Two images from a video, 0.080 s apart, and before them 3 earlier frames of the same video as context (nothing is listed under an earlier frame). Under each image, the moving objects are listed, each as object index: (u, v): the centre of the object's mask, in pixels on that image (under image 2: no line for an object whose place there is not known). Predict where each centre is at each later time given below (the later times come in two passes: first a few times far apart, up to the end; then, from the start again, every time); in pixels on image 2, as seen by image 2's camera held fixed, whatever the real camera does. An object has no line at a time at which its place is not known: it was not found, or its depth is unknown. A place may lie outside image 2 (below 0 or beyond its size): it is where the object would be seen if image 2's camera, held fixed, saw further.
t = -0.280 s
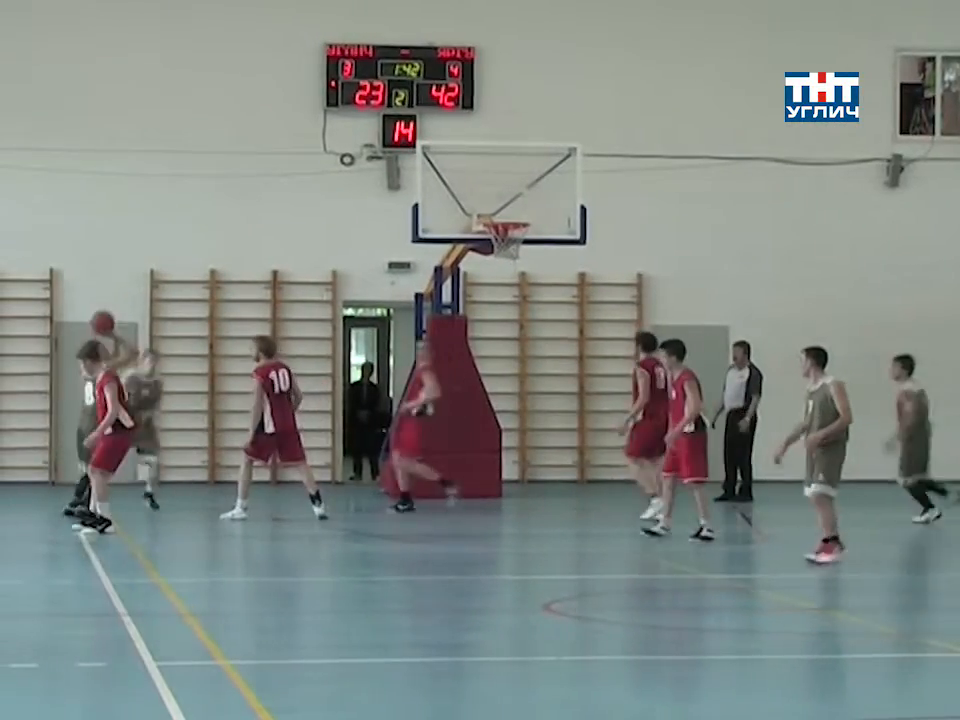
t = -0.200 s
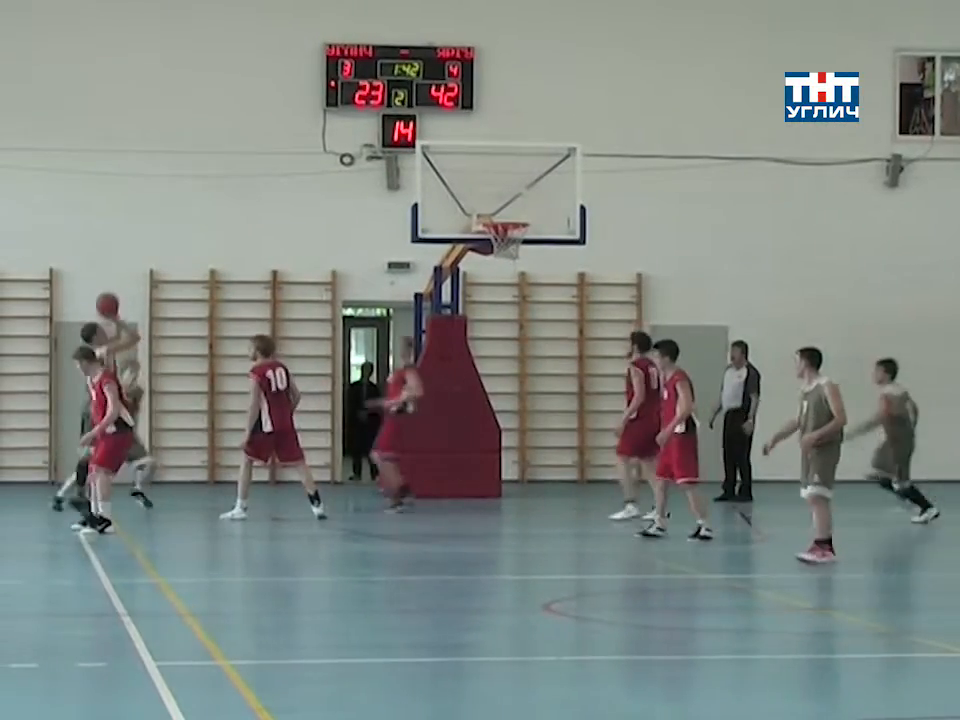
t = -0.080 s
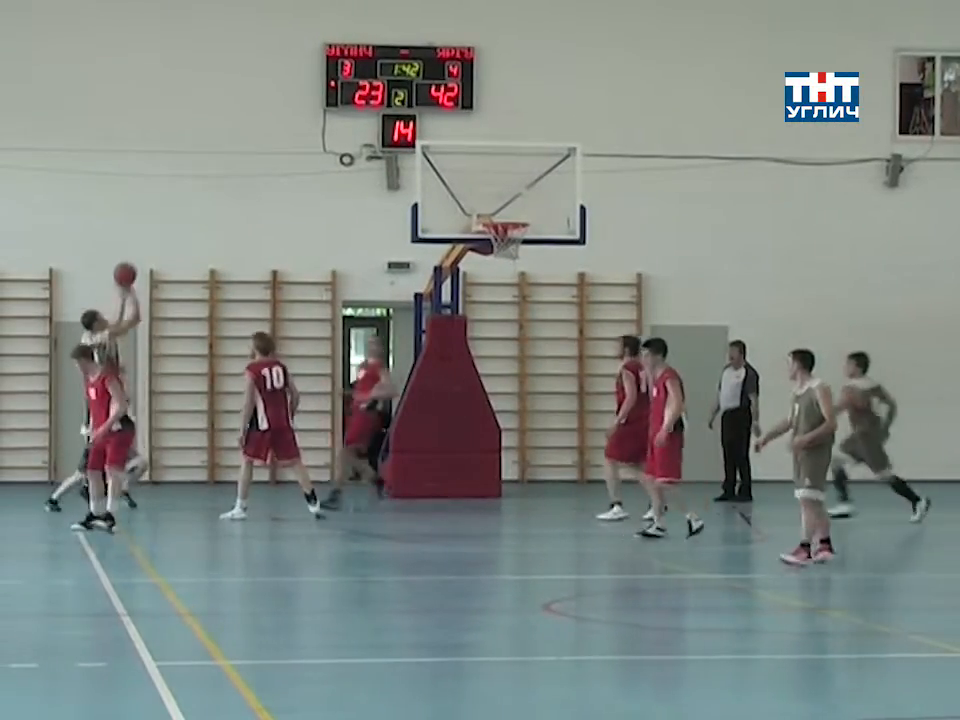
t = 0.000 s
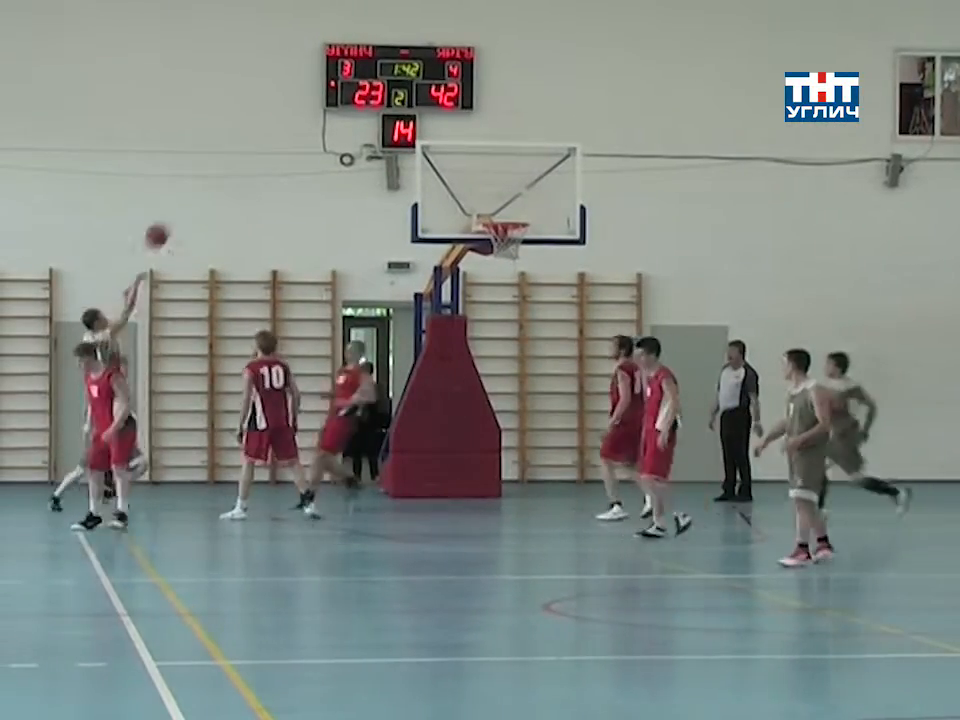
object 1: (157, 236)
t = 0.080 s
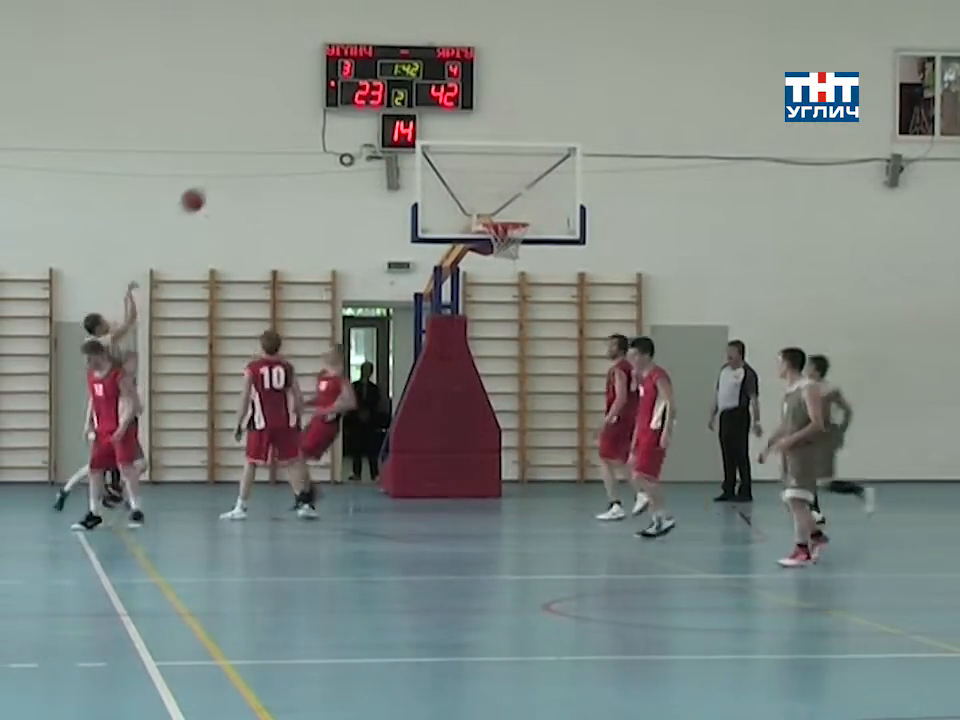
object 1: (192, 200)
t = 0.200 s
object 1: (245, 160)
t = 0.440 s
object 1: (346, 123)
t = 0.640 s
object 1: (428, 132)
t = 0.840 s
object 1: (505, 178)
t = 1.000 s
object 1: (566, 239)
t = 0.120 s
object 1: (210, 185)
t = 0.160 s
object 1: (227, 172)
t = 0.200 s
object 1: (245, 160)
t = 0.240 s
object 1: (262, 150)
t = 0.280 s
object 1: (279, 142)
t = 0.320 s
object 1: (296, 135)
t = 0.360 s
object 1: (313, 129)
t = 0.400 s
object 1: (330, 125)
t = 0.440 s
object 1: (346, 123)
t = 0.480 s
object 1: (363, 122)
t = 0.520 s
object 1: (376, 121)
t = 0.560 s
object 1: (394, 121)
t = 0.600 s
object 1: (410, 123)
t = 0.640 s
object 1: (428, 132)
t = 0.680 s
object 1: (443, 139)
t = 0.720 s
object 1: (458, 146)
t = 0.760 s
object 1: (474, 156)
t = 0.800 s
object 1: (489, 166)
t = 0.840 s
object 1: (505, 178)
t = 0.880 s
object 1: (520, 192)
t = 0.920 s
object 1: (535, 206)
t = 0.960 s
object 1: (550, 222)
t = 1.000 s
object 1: (566, 239)
